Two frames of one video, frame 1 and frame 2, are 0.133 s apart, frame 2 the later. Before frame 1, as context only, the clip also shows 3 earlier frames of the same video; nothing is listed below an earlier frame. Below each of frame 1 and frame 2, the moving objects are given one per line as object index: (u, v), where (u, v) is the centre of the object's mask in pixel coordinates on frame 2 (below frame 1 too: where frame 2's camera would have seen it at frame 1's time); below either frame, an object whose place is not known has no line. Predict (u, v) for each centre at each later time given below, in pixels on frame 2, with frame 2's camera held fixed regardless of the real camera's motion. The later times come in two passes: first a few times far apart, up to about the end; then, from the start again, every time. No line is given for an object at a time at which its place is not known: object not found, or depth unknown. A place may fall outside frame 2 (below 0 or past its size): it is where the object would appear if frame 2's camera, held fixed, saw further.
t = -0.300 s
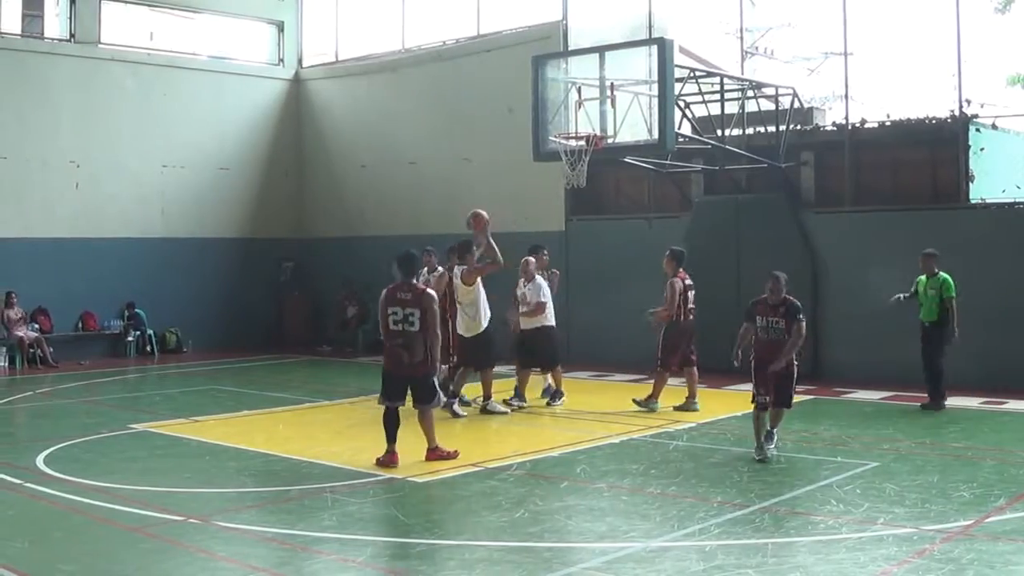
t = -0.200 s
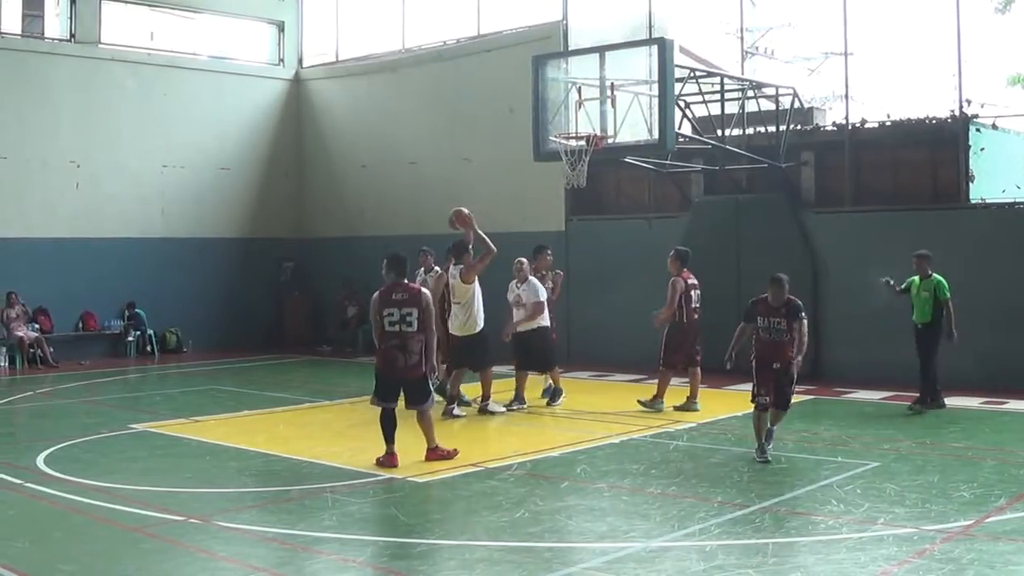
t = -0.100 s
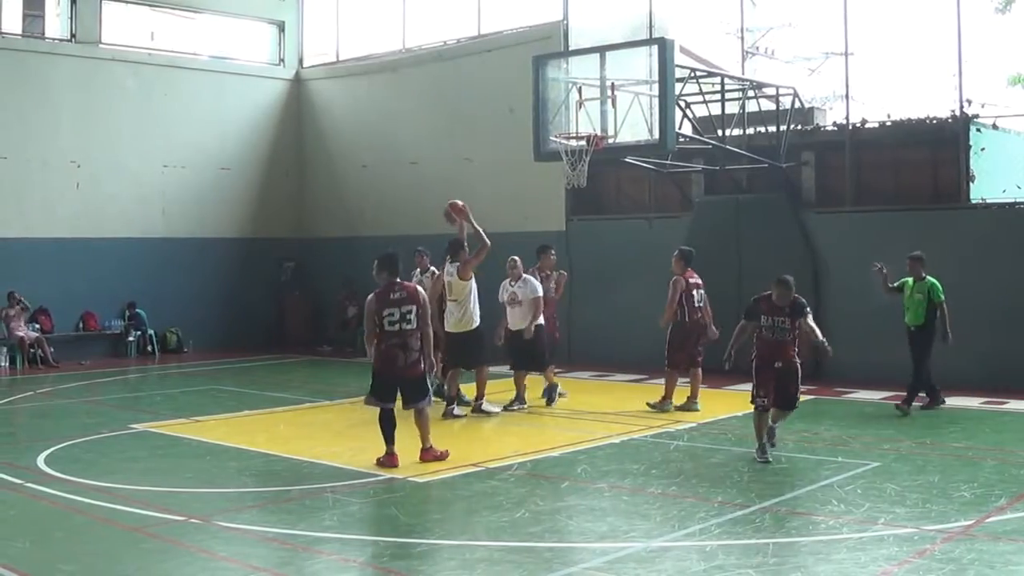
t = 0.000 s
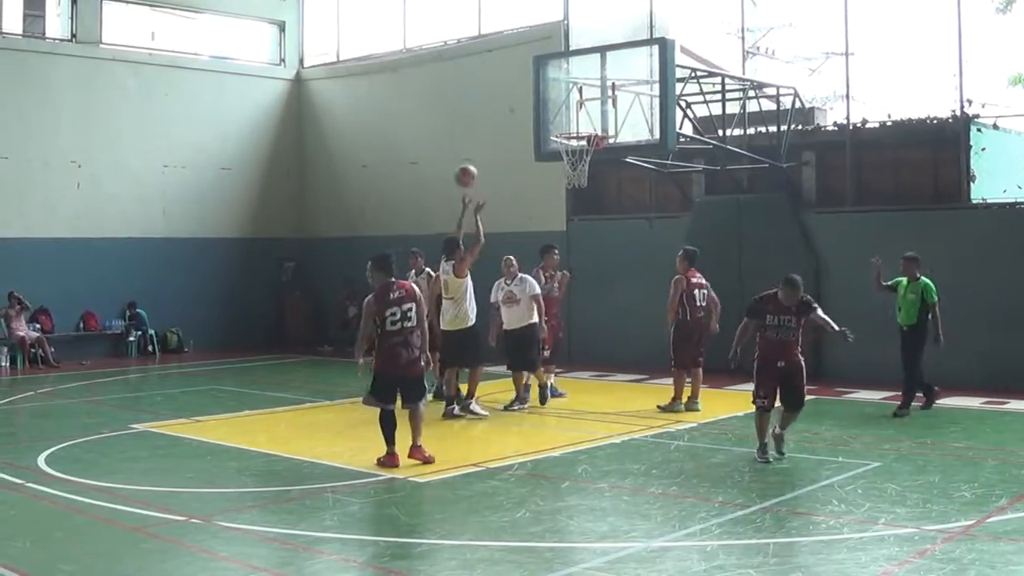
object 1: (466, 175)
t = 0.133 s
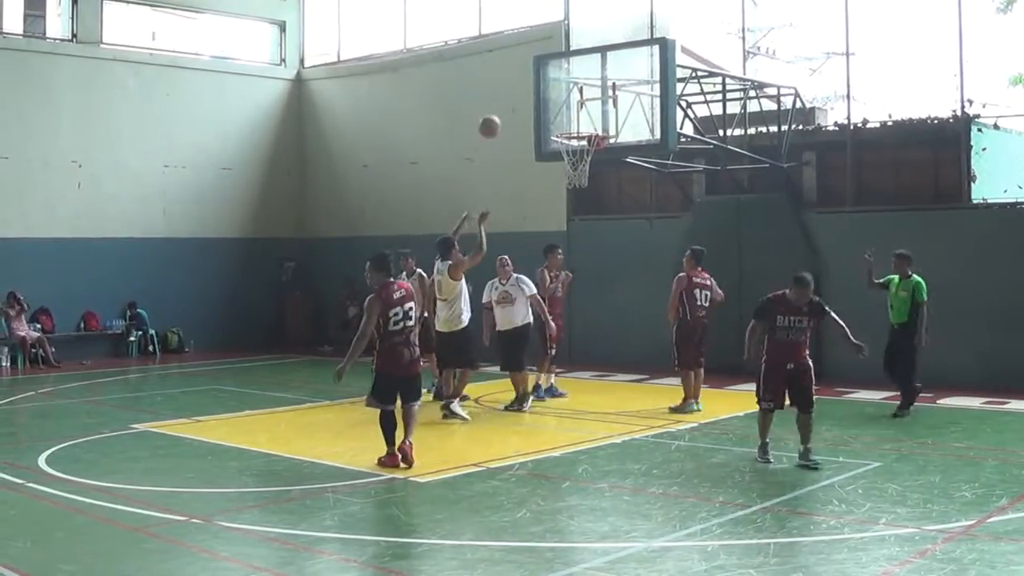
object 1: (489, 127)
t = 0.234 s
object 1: (506, 102)
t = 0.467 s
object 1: (544, 79)
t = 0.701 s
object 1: (578, 105)
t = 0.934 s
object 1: (592, 101)
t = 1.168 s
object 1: (589, 100)
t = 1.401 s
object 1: (583, 140)
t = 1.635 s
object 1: (575, 189)
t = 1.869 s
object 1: (564, 259)
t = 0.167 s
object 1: (495, 117)
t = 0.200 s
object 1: (501, 109)
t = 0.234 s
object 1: (506, 102)
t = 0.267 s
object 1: (512, 95)
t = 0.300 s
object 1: (517, 90)
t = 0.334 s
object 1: (523, 86)
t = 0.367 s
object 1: (528, 83)
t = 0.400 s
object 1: (533, 81)
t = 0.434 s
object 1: (538, 79)
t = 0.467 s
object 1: (544, 79)
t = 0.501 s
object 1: (548, 80)
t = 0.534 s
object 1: (552, 83)
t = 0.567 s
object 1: (558, 85)
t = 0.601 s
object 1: (563, 89)
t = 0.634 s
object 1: (568, 93)
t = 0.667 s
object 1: (574, 99)
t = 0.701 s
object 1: (578, 105)
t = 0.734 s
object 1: (583, 112)
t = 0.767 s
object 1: (588, 120)
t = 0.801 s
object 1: (591, 123)
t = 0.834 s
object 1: (592, 115)
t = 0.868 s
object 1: (592, 109)
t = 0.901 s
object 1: (592, 105)
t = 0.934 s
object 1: (592, 101)
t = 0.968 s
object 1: (591, 98)
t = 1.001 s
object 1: (591, 96)
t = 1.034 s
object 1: (590, 95)
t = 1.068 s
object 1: (590, 95)
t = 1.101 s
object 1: (589, 96)
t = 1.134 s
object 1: (589, 97)
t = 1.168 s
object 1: (589, 100)
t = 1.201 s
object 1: (588, 104)
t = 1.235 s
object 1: (588, 108)
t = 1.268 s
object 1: (588, 113)
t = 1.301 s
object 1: (587, 120)
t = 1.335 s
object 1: (587, 127)
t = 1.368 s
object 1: (584, 132)
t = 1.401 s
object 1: (583, 140)
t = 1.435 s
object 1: (581, 146)
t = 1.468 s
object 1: (577, 158)
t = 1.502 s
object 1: (579, 165)
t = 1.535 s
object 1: (577, 171)
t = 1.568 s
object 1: (578, 170)
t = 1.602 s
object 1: (575, 185)
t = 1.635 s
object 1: (575, 189)
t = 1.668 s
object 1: (573, 193)
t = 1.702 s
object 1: (572, 205)
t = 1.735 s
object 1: (571, 213)
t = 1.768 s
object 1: (568, 223)
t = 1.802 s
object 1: (568, 234)
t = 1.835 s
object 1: (565, 246)
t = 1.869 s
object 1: (564, 259)
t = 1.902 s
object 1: (562, 273)
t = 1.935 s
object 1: (560, 288)
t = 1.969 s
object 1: (559, 305)
